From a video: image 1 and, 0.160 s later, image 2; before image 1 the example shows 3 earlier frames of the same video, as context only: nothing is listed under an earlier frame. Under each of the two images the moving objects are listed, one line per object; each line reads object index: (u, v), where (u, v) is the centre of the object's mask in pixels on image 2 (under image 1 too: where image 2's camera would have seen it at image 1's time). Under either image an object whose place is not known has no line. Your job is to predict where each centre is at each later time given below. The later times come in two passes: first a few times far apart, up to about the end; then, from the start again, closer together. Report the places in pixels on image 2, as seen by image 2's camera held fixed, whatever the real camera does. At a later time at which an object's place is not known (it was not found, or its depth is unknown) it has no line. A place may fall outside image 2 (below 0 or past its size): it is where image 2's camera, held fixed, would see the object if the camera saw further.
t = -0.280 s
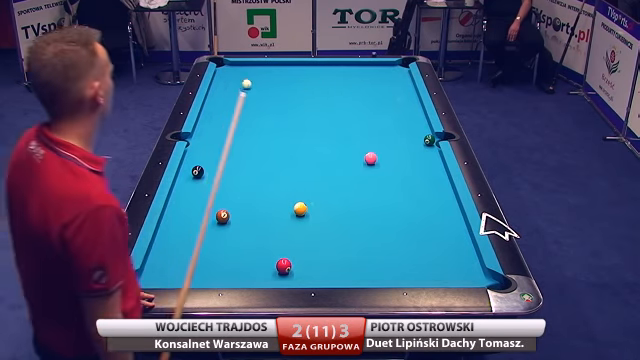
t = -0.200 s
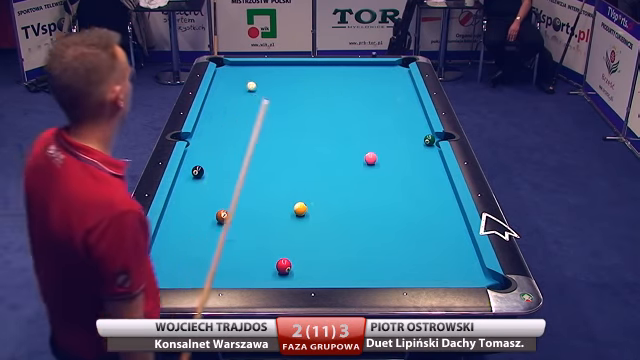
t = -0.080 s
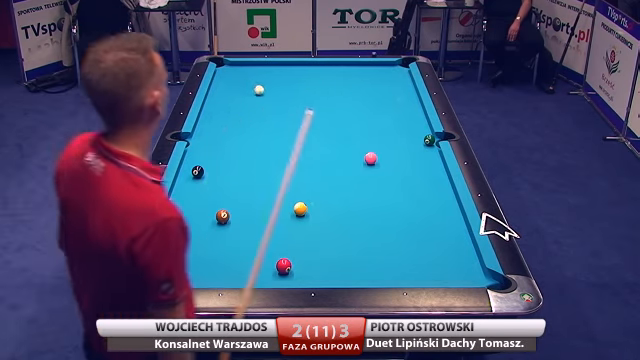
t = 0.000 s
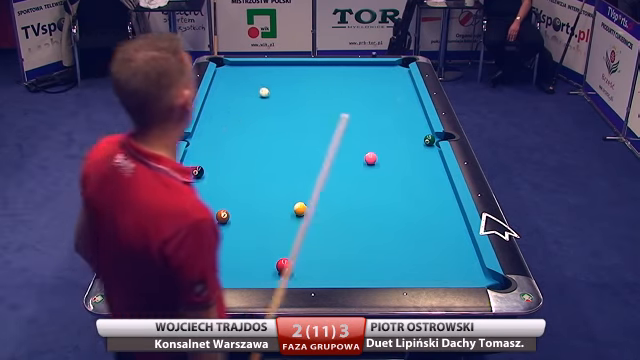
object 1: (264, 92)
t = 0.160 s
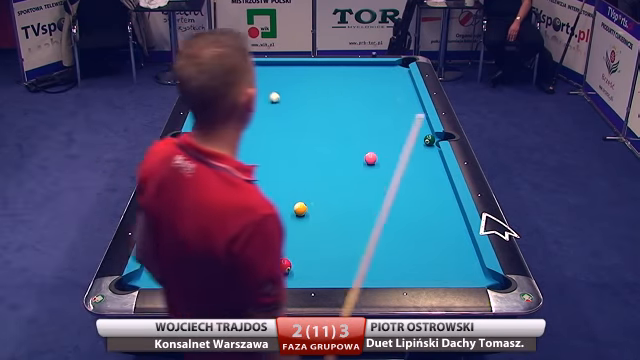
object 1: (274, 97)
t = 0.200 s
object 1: (277, 98)
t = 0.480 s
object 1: (295, 107)
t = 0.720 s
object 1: (311, 115)
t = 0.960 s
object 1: (328, 123)
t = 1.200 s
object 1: (344, 131)
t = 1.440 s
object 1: (361, 139)
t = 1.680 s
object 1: (378, 147)
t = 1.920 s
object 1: (395, 156)
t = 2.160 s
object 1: (412, 163)
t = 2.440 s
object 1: (432, 173)
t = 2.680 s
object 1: (445, 180)
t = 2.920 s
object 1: (439, 185)
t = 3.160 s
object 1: (434, 189)
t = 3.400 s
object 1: (429, 193)
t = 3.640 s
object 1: (425, 197)
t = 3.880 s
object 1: (421, 200)
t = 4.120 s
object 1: (417, 203)
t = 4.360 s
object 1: (414, 205)
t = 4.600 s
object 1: (412, 206)
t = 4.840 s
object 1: (410, 208)
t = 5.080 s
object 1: (409, 209)
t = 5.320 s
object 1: (408, 209)
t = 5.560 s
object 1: (408, 209)
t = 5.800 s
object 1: (408, 209)
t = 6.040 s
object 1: (408, 209)
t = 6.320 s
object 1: (408, 209)
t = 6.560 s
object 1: (408, 209)
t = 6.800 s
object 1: (408, 209)
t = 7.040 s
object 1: (408, 209)
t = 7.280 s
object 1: (408, 209)
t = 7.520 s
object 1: (408, 209)
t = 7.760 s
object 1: (408, 209)
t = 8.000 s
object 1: (408, 209)
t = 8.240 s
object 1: (408, 209)
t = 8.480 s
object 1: (408, 209)
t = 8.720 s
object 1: (408, 209)
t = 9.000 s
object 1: (408, 209)
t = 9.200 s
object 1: (408, 209)
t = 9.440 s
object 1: (408, 209)
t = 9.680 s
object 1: (408, 209)
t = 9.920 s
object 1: (408, 209)
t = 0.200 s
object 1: (277, 98)
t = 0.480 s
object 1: (295, 107)
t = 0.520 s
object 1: (298, 109)
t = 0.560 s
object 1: (300, 110)
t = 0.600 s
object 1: (303, 111)
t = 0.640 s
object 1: (306, 113)
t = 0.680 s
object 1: (309, 114)
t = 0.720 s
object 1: (311, 115)
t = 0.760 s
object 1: (314, 117)
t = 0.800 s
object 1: (317, 118)
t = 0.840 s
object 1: (319, 119)
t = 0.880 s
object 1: (322, 120)
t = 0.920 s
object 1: (325, 122)
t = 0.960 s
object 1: (328, 123)
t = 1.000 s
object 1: (330, 124)
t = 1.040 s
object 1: (333, 125)
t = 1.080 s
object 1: (336, 127)
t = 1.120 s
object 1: (339, 128)
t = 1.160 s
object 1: (341, 129)
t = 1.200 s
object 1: (344, 131)
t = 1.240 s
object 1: (347, 132)
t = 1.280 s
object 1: (350, 134)
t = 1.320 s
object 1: (353, 135)
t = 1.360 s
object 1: (355, 136)
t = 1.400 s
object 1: (358, 138)
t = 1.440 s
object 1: (361, 139)
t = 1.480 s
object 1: (364, 140)
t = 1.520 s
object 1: (366, 142)
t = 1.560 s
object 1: (369, 143)
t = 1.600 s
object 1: (372, 144)
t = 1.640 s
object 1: (375, 146)
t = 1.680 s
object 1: (378, 147)
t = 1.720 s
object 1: (381, 149)
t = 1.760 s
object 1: (384, 150)
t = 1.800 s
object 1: (386, 151)
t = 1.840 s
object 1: (389, 153)
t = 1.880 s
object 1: (392, 154)
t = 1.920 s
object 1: (395, 156)
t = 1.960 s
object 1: (398, 157)
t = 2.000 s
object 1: (401, 158)
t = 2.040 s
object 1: (404, 159)
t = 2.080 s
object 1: (407, 161)
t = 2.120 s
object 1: (409, 162)
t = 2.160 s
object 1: (412, 163)
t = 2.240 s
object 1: (418, 166)
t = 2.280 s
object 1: (421, 167)
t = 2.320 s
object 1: (424, 169)
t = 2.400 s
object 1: (429, 172)
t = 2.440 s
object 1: (432, 173)
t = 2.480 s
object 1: (435, 174)
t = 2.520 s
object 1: (438, 176)
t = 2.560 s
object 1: (441, 177)
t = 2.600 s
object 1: (443, 178)
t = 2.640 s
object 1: (446, 179)
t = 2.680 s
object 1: (445, 180)
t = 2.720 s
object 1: (444, 181)
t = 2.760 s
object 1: (443, 182)
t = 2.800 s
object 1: (442, 183)
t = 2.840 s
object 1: (441, 183)
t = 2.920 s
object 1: (439, 185)
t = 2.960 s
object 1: (438, 186)
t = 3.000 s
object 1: (437, 186)
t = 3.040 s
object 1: (437, 187)
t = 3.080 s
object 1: (436, 188)
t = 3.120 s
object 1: (435, 188)
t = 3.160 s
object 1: (434, 189)
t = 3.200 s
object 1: (433, 190)
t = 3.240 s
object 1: (433, 191)
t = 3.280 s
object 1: (432, 191)
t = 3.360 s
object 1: (430, 193)
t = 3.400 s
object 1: (429, 193)
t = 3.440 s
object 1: (428, 194)
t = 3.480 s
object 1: (428, 195)
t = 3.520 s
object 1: (427, 195)
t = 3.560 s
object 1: (426, 196)
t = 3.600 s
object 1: (426, 196)
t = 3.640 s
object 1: (425, 197)
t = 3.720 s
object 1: (423, 198)
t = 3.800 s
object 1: (422, 199)
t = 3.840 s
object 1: (421, 200)
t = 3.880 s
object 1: (421, 200)
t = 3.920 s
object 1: (420, 200)
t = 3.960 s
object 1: (419, 201)
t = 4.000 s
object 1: (419, 201)
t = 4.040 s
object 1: (418, 202)
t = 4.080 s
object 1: (418, 202)
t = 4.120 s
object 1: (417, 203)
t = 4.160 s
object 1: (417, 203)
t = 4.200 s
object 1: (416, 203)
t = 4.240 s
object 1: (416, 204)
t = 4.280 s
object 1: (415, 204)
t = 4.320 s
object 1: (415, 204)
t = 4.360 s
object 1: (414, 205)
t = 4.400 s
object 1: (414, 205)
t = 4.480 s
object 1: (413, 206)
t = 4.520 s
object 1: (413, 206)
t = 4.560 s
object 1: (412, 206)
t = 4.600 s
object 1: (412, 206)
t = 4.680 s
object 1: (412, 207)
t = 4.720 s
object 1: (411, 207)
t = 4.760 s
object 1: (411, 208)
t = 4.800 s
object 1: (410, 208)
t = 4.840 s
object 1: (410, 208)
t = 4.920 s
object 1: (410, 208)
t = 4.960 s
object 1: (409, 208)
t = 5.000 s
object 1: (409, 208)
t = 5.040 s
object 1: (409, 209)
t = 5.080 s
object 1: (409, 209)
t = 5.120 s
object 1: (409, 209)
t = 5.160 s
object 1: (409, 209)
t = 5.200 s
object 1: (409, 209)
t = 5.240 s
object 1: (408, 209)
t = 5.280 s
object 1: (408, 209)
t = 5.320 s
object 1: (408, 209)
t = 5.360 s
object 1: (408, 209)
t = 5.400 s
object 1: (408, 209)
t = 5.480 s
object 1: (408, 209)
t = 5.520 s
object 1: (408, 209)
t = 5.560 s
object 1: (408, 209)
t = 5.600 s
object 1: (408, 209)
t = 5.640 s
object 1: (408, 209)
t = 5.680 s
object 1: (408, 209)
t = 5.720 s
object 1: (408, 209)
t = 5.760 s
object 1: (408, 209)
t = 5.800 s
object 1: (408, 209)
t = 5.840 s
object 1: (408, 209)
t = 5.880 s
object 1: (408, 209)
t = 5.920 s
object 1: (408, 209)
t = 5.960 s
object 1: (408, 209)
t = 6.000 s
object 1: (408, 209)
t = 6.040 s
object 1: (408, 209)
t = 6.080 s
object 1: (408, 209)
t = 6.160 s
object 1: (408, 209)
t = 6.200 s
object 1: (408, 209)
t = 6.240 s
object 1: (408, 209)
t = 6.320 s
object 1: (408, 209)
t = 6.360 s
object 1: (408, 209)
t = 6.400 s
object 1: (408, 209)
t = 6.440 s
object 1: (408, 209)
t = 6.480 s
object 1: (408, 209)
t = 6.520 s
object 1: (408, 209)
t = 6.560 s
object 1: (408, 209)
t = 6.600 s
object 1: (408, 209)
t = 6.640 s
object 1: (408, 209)
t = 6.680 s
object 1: (408, 209)
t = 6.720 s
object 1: (408, 209)
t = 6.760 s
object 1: (408, 209)
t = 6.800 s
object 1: (408, 209)
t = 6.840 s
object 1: (408, 209)
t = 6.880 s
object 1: (408, 209)
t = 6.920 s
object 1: (408, 209)
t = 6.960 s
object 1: (408, 209)
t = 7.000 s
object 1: (408, 209)
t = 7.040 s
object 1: (408, 209)
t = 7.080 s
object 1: (408, 209)
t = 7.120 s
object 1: (408, 209)
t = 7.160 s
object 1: (408, 209)
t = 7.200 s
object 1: (408, 209)
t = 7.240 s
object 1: (408, 209)
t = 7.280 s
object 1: (408, 209)
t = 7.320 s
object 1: (408, 209)
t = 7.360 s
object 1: (408, 209)
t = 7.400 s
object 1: (408, 209)
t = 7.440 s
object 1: (408, 209)
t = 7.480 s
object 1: (408, 209)
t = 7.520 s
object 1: (408, 209)
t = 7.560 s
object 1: (408, 209)
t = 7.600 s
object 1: (408, 209)
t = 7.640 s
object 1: (408, 209)
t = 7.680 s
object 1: (408, 209)
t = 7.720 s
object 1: (408, 209)
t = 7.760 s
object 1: (408, 209)
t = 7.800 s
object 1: (408, 209)
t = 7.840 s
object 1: (408, 209)
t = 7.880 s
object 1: (408, 209)
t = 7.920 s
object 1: (408, 209)
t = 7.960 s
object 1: (408, 209)
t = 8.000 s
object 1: (408, 209)
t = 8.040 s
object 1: (408, 209)
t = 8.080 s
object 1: (408, 209)
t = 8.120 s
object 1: (408, 209)
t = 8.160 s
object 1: (408, 209)
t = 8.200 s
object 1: (408, 209)
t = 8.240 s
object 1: (408, 209)
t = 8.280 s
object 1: (408, 209)
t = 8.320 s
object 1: (408, 209)
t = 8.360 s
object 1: (408, 209)
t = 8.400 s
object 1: (408, 209)
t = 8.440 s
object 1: (408, 209)
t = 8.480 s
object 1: (408, 209)
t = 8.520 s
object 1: (408, 209)
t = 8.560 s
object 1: (408, 209)
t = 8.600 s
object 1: (408, 209)
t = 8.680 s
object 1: (408, 209)
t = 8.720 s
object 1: (408, 209)
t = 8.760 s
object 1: (408, 209)
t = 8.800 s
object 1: (408, 209)
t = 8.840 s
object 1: (408, 209)
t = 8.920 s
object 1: (408, 209)
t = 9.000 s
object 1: (408, 209)
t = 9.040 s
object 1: (408, 209)
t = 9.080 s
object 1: (408, 209)
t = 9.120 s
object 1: (408, 209)
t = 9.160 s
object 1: (408, 209)
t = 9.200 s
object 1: (408, 209)
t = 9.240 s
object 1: (408, 209)
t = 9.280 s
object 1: (408, 209)
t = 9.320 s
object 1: (408, 209)
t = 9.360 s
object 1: (408, 209)
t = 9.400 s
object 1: (408, 209)
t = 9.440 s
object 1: (408, 209)
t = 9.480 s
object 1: (408, 209)
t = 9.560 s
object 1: (408, 209)
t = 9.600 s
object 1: (408, 209)
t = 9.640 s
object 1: (408, 209)
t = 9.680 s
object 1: (408, 209)
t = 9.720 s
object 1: (408, 209)
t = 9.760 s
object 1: (408, 209)
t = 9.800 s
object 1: (408, 209)
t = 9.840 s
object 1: (408, 209)
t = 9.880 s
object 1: (408, 209)
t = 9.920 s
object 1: (408, 209)
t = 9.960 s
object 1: (408, 209)
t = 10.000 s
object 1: (408, 209)
